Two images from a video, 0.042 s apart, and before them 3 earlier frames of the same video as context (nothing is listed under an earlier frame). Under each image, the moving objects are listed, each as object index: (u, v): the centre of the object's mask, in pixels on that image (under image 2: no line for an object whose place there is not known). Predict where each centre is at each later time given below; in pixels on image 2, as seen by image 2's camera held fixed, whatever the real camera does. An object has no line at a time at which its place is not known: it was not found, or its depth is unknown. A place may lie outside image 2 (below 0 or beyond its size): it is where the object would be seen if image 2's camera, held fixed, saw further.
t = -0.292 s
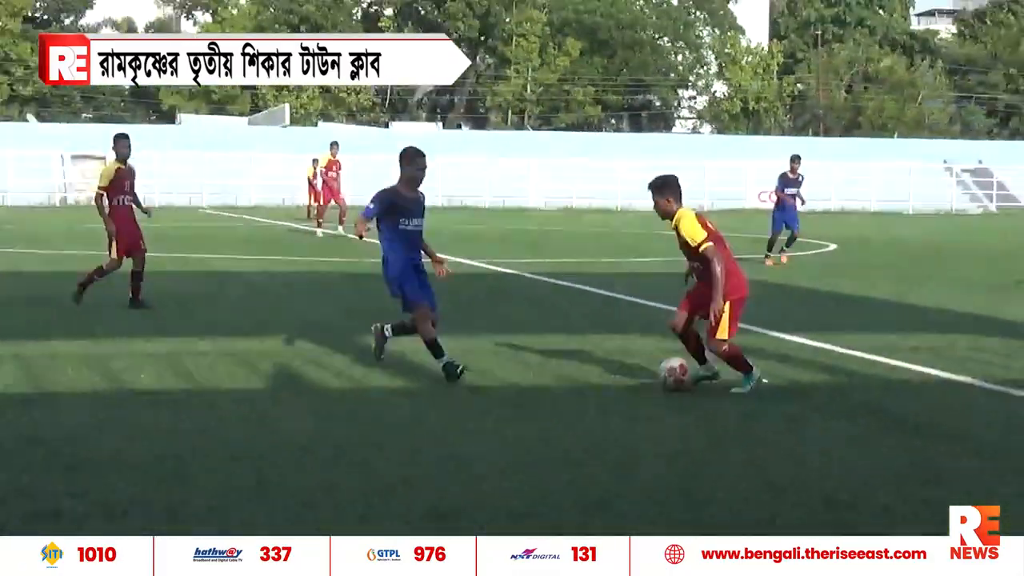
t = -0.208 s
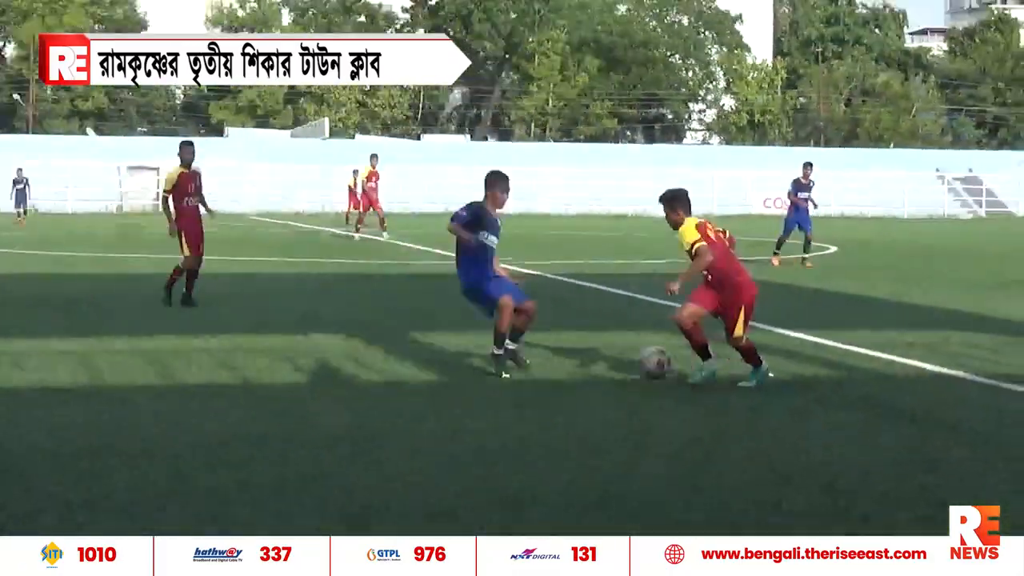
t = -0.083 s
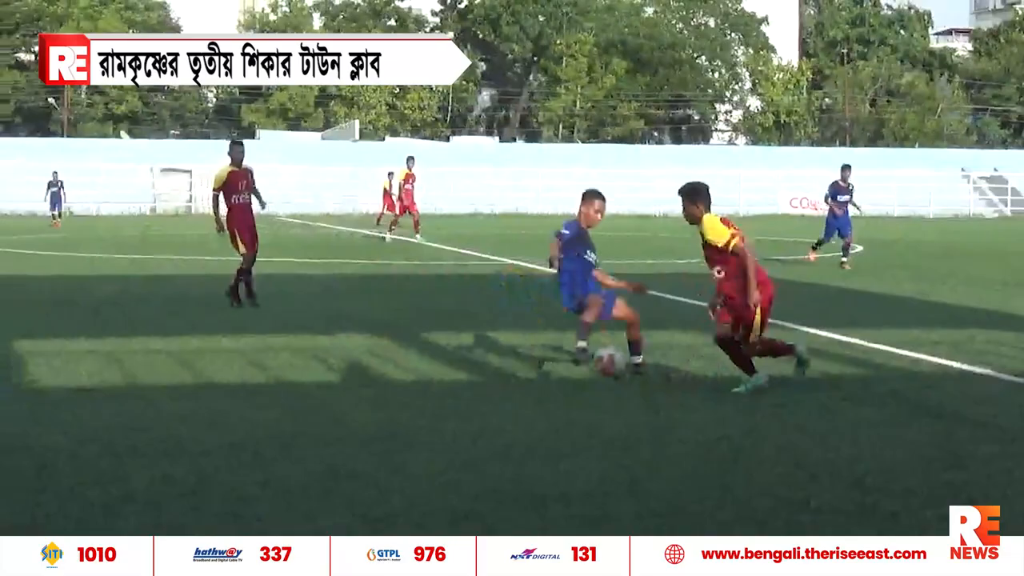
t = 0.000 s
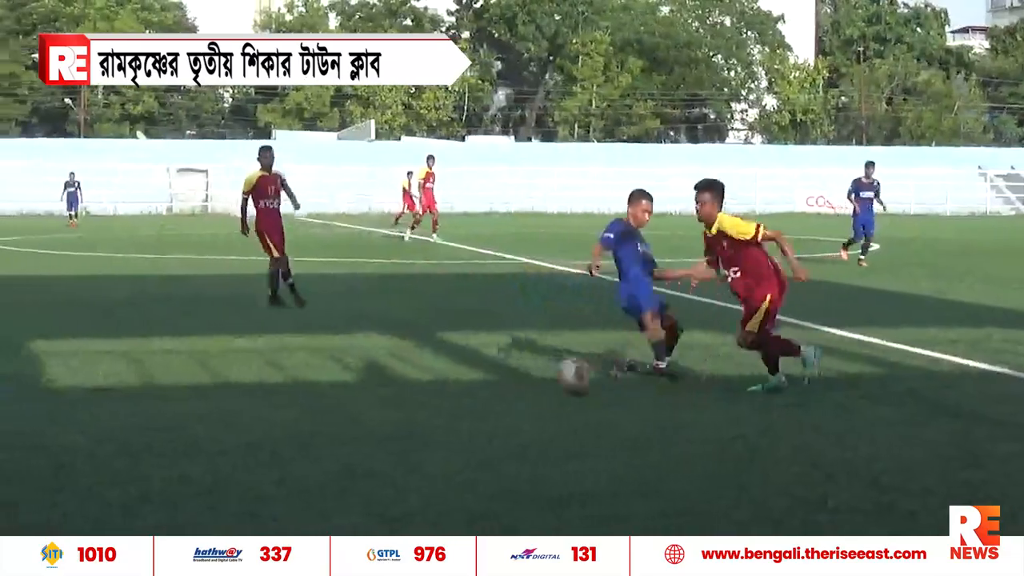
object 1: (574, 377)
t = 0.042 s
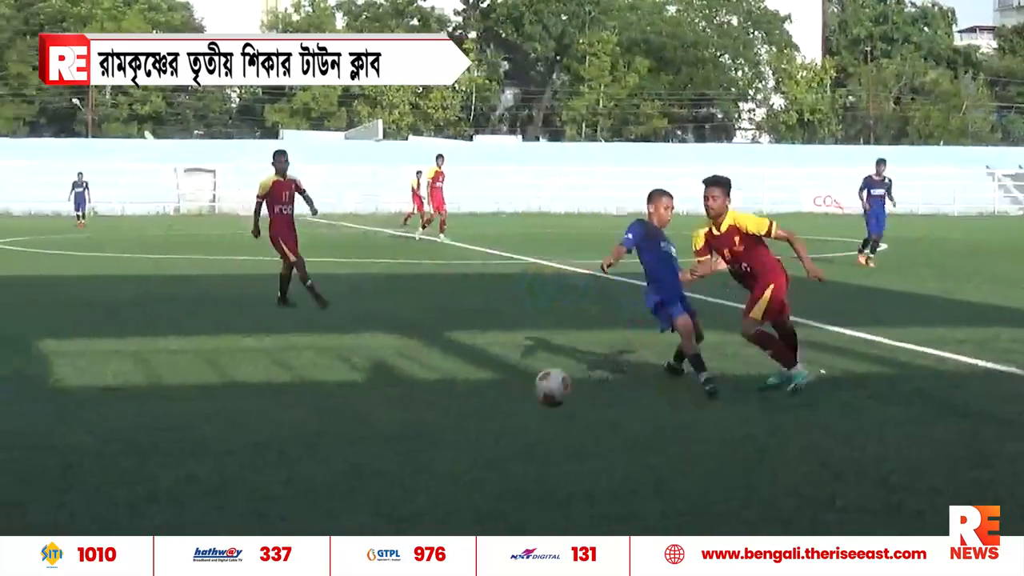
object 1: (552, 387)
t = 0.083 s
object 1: (523, 402)
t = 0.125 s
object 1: (498, 406)
